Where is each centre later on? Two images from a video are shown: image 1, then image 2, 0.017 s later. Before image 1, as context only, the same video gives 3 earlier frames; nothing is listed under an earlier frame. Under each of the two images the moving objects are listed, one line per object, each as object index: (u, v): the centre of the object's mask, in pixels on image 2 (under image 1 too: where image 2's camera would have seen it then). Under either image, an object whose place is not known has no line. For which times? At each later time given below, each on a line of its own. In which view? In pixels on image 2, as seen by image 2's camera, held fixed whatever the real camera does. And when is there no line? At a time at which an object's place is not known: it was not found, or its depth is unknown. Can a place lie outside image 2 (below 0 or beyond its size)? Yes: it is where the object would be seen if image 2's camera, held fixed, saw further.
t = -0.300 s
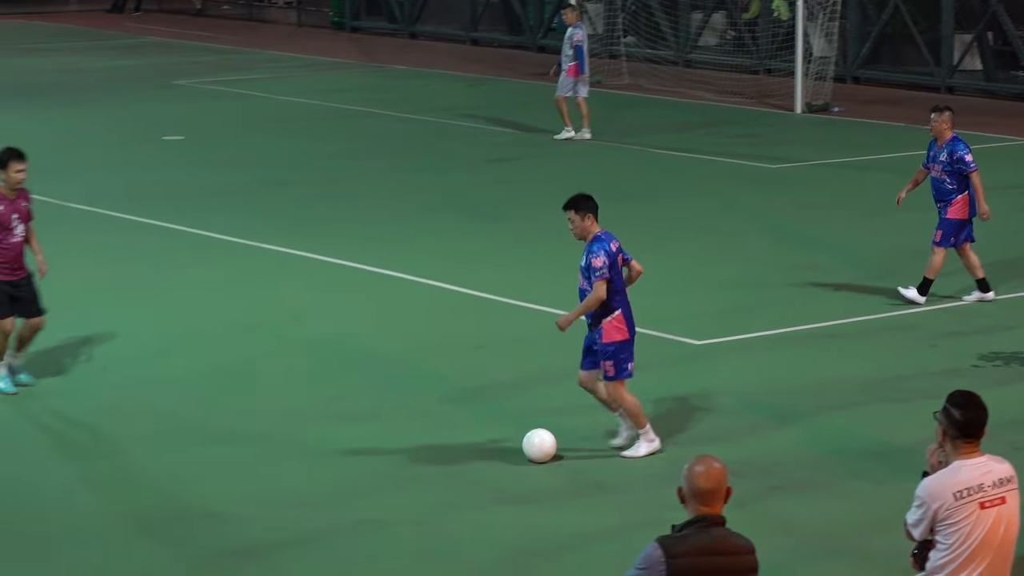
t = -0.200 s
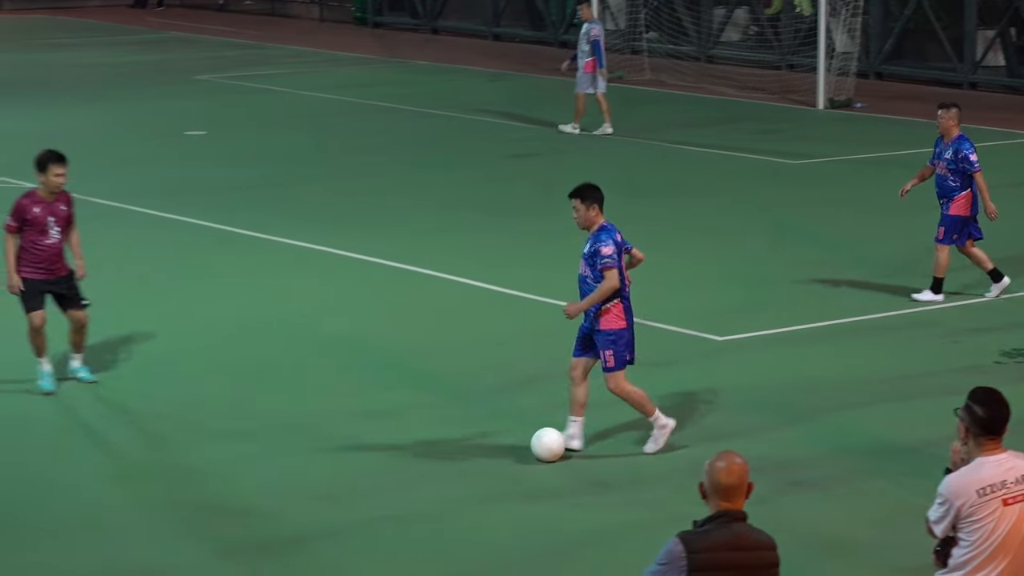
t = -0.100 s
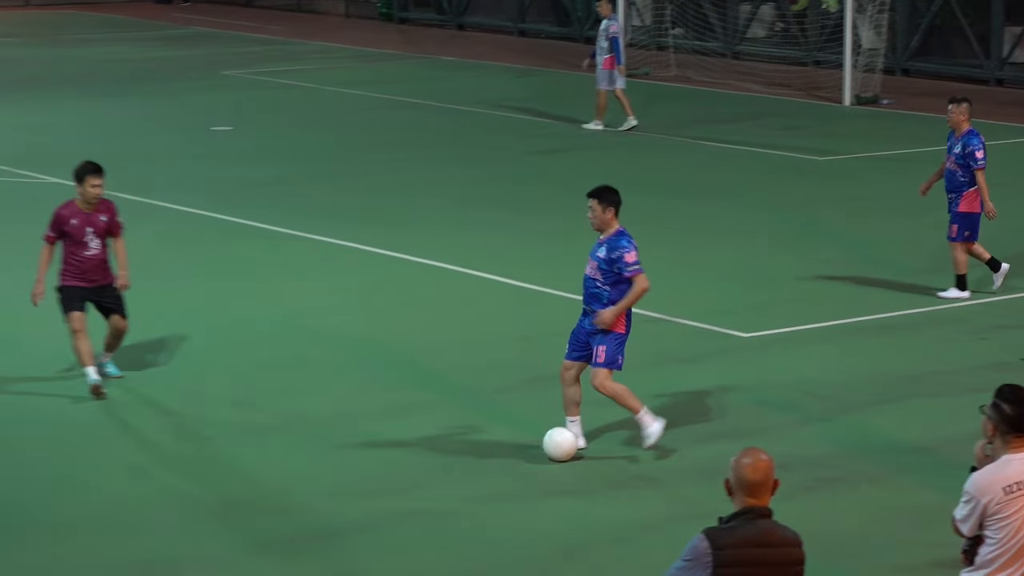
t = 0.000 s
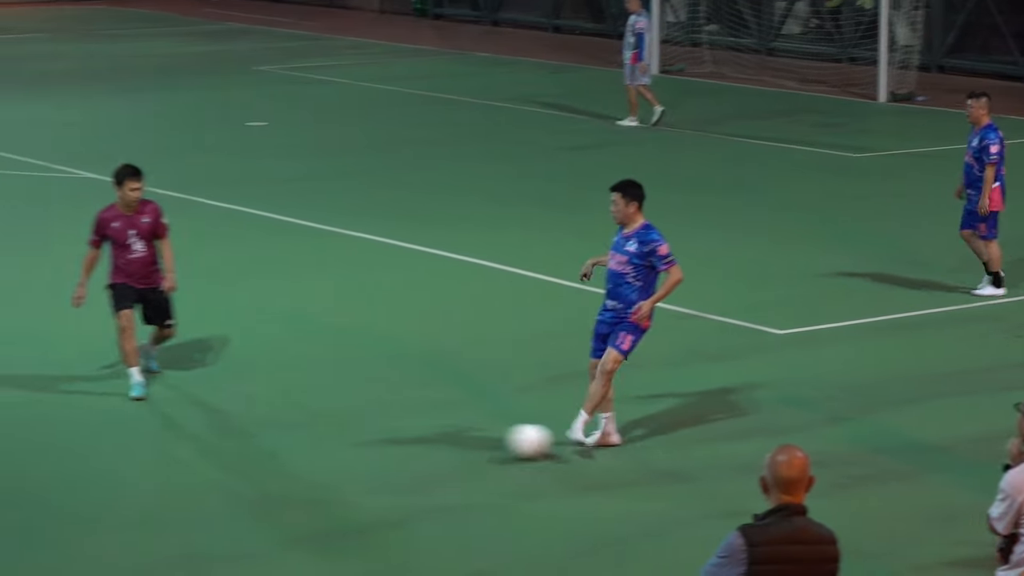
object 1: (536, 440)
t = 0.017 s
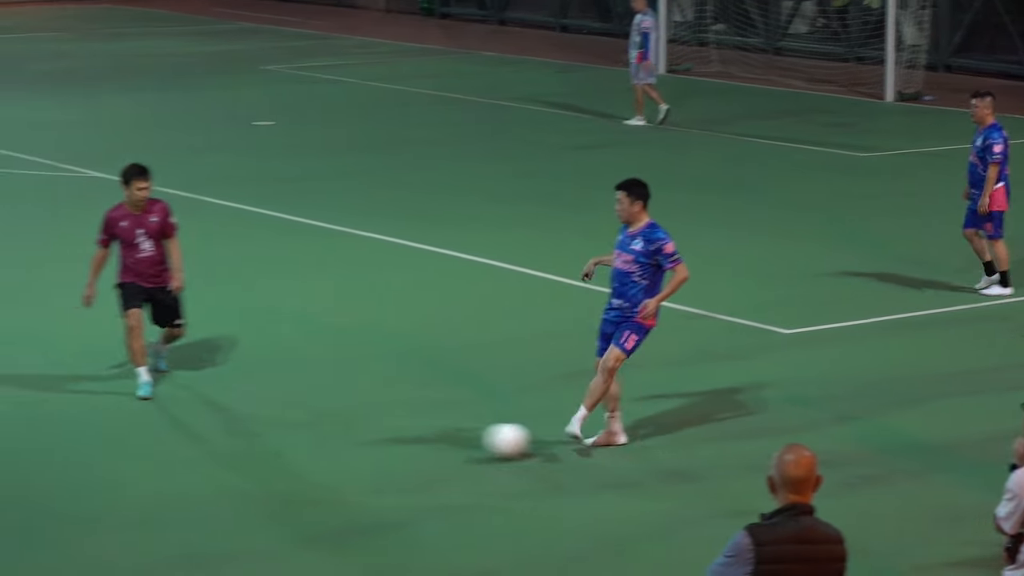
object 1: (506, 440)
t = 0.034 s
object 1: (478, 441)
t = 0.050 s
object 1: (449, 442)
